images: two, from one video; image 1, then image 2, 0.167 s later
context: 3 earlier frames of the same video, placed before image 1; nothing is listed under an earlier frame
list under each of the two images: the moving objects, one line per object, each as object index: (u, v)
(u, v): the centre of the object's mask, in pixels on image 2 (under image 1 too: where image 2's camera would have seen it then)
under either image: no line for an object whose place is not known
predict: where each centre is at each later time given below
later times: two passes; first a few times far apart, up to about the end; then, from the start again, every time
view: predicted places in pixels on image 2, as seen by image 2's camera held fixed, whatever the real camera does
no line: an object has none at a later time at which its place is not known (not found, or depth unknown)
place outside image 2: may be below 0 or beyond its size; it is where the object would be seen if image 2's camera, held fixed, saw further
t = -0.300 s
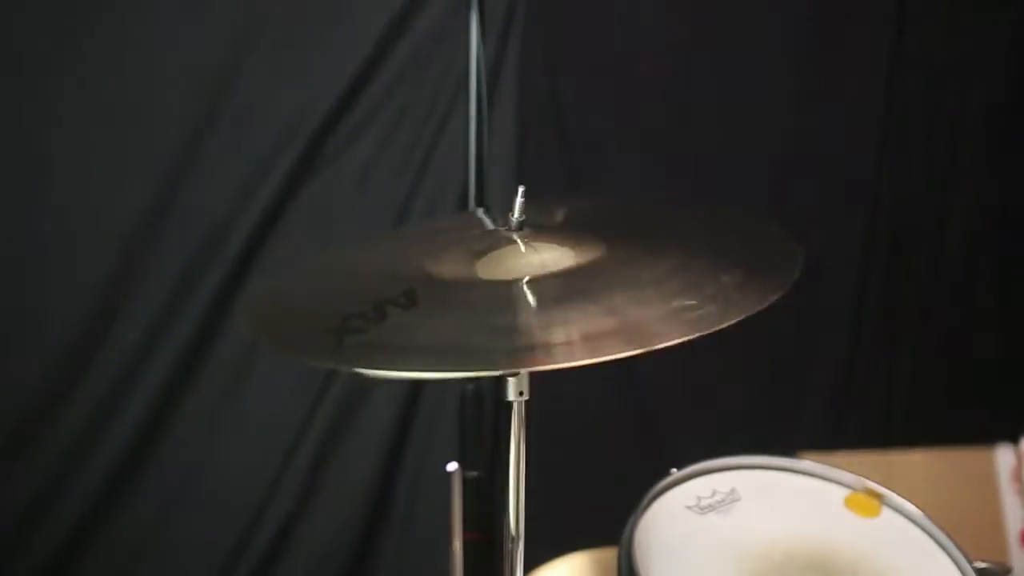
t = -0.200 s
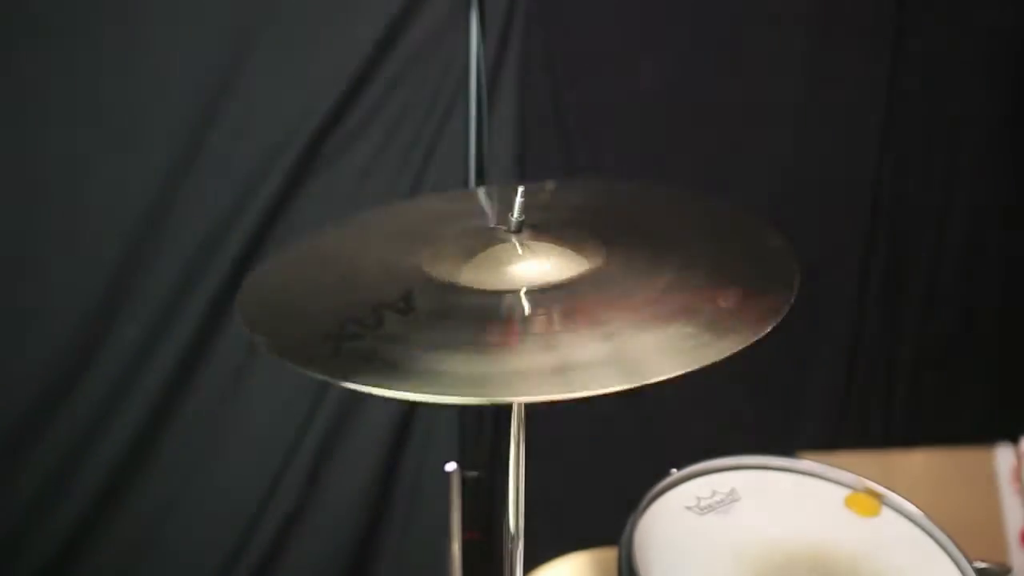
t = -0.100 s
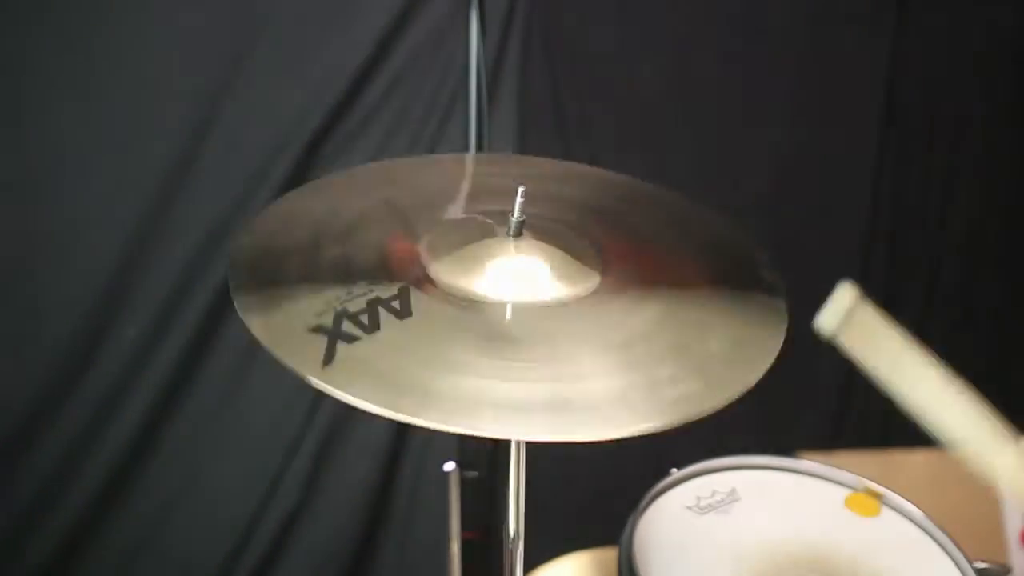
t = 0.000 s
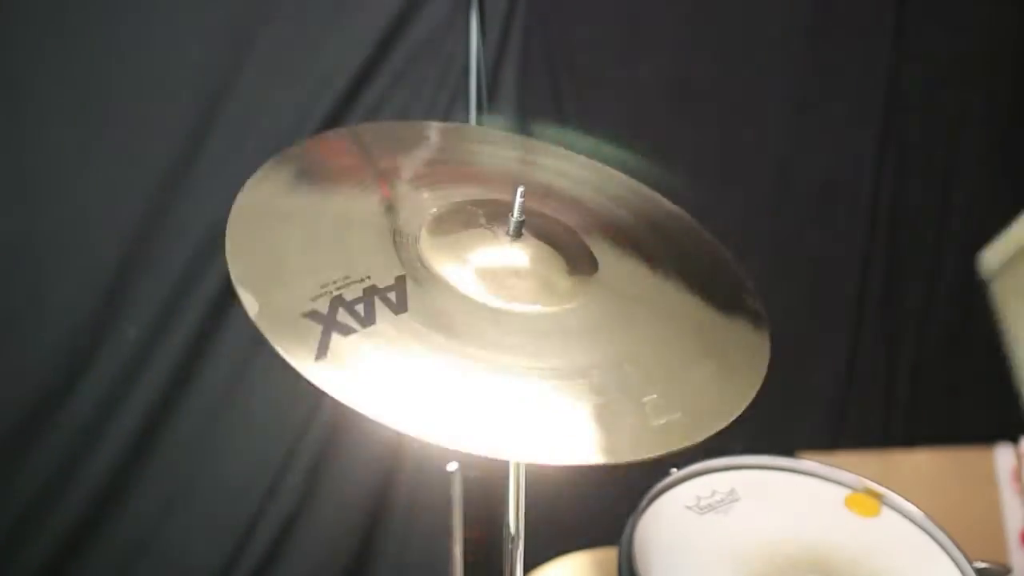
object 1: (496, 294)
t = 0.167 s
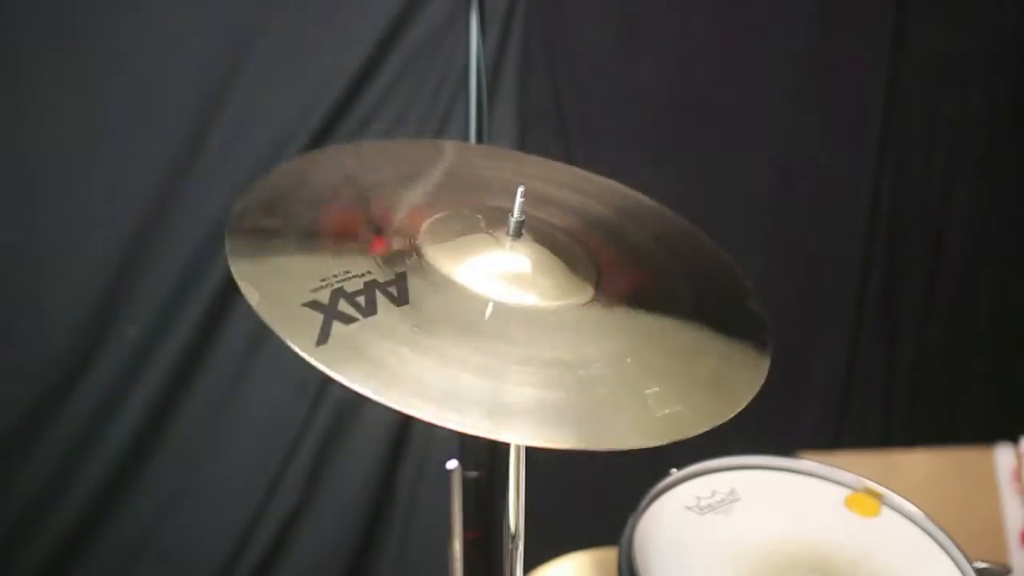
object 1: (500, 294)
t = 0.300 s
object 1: (512, 295)
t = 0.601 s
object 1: (505, 297)
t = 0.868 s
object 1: (503, 296)
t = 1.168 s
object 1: (506, 296)
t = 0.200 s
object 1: (502, 295)
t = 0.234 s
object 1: (501, 295)
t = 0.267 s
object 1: (507, 295)
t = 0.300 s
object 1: (512, 295)
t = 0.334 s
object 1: (511, 295)
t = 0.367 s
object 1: (514, 295)
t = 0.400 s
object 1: (511, 295)
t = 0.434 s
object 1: (513, 295)
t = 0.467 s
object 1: (515, 295)
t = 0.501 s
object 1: (510, 296)
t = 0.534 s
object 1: (507, 296)
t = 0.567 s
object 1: (507, 297)
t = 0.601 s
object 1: (505, 297)
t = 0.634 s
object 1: (501, 296)
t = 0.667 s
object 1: (499, 295)
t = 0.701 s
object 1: (501, 295)
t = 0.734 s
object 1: (501, 295)
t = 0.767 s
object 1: (499, 295)
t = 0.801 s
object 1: (501, 295)
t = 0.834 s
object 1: (501, 295)
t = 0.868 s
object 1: (503, 296)
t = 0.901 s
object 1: (507, 296)
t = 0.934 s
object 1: (507, 296)
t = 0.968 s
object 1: (506, 296)
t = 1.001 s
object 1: (508, 296)
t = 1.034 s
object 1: (510, 296)
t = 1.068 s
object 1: (508, 296)
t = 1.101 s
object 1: (506, 296)
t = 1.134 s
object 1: (507, 296)
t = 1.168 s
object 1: (506, 296)
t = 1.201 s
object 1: (503, 296)
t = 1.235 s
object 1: (503, 296)
